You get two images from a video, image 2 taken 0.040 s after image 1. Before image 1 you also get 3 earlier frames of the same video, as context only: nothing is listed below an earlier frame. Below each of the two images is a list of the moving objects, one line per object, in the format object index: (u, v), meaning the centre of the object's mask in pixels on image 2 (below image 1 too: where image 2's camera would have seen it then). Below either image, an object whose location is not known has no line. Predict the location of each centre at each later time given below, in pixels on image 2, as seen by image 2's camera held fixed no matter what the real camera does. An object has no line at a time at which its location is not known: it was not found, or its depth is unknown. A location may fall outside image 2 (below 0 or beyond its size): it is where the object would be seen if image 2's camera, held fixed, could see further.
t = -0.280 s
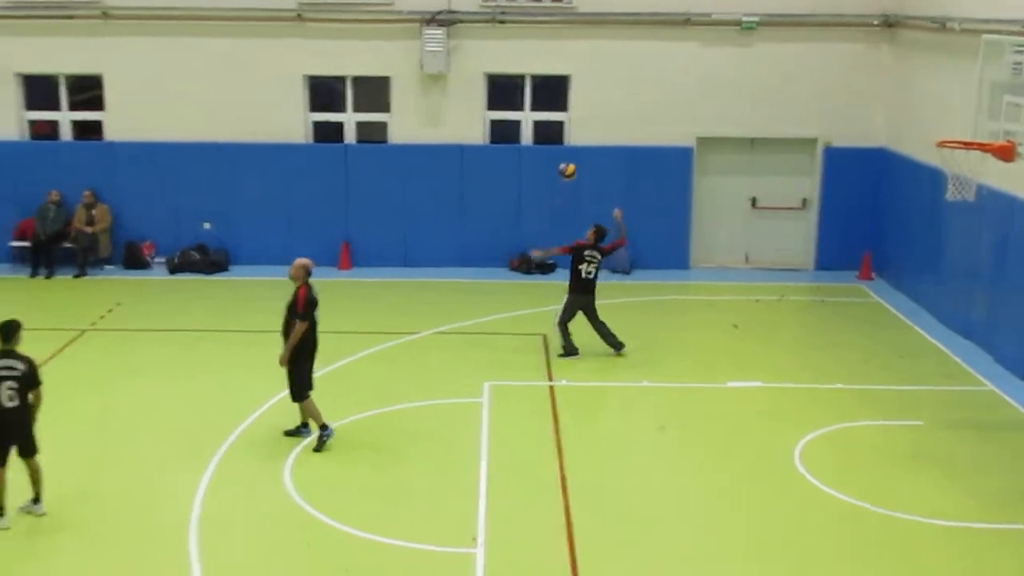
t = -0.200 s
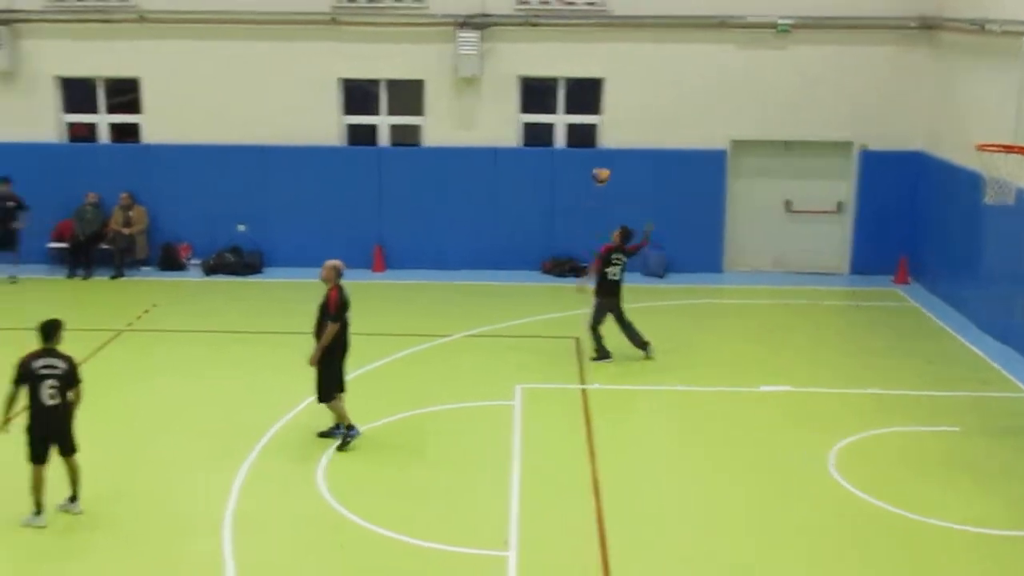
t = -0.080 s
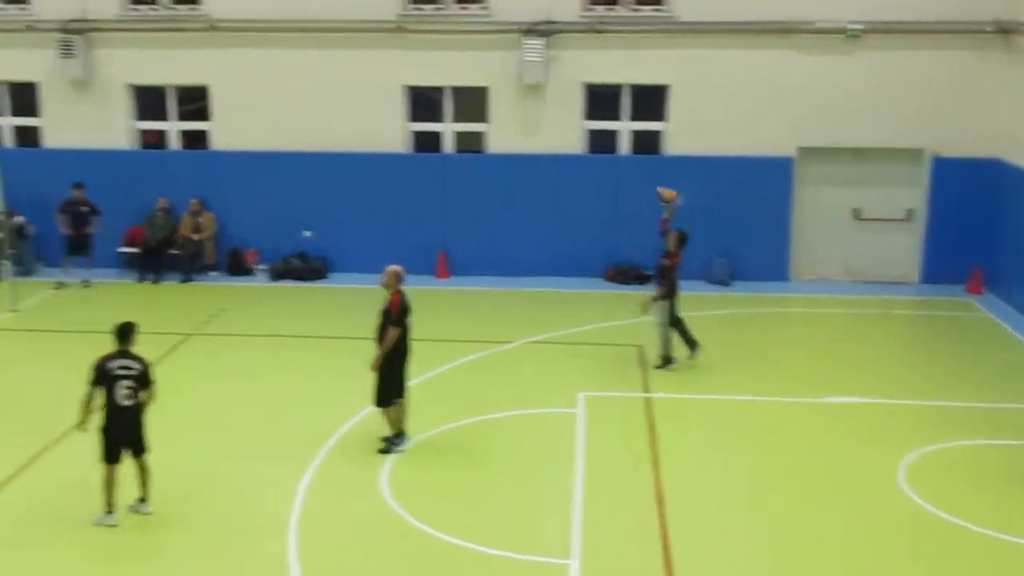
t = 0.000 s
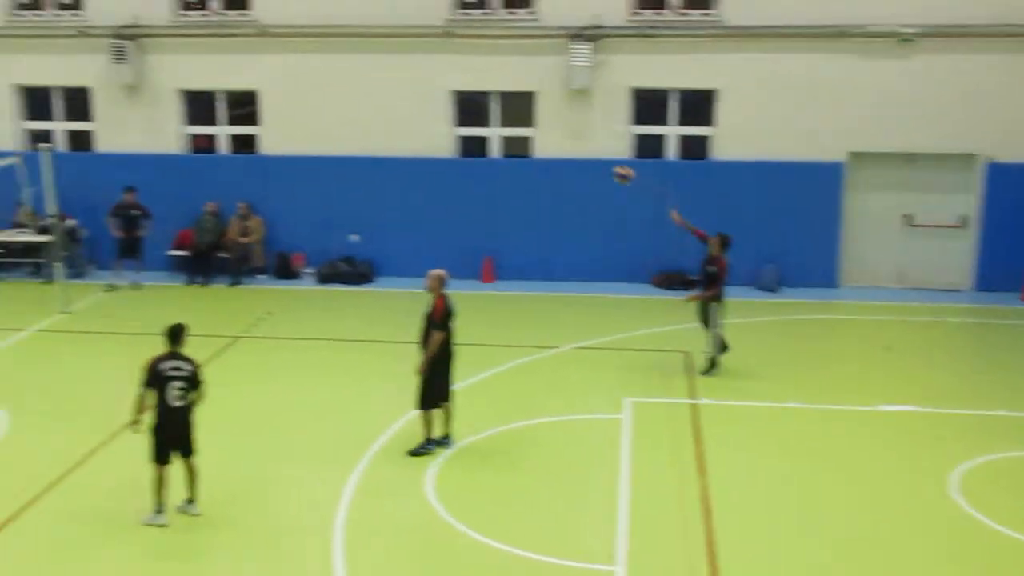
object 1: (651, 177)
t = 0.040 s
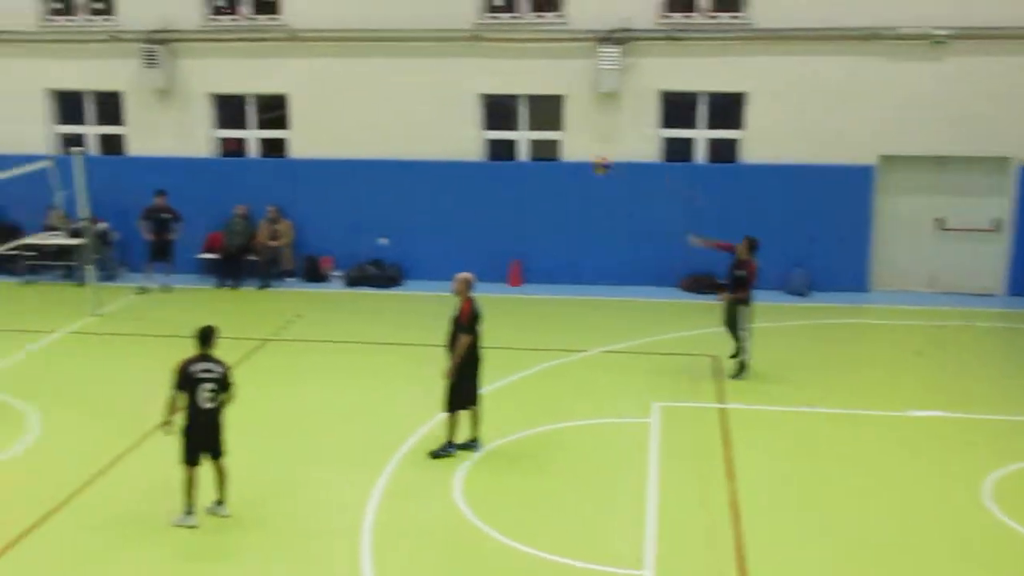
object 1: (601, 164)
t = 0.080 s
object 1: (551, 152)
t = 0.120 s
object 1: (502, 141)
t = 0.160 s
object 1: (452, 131)
